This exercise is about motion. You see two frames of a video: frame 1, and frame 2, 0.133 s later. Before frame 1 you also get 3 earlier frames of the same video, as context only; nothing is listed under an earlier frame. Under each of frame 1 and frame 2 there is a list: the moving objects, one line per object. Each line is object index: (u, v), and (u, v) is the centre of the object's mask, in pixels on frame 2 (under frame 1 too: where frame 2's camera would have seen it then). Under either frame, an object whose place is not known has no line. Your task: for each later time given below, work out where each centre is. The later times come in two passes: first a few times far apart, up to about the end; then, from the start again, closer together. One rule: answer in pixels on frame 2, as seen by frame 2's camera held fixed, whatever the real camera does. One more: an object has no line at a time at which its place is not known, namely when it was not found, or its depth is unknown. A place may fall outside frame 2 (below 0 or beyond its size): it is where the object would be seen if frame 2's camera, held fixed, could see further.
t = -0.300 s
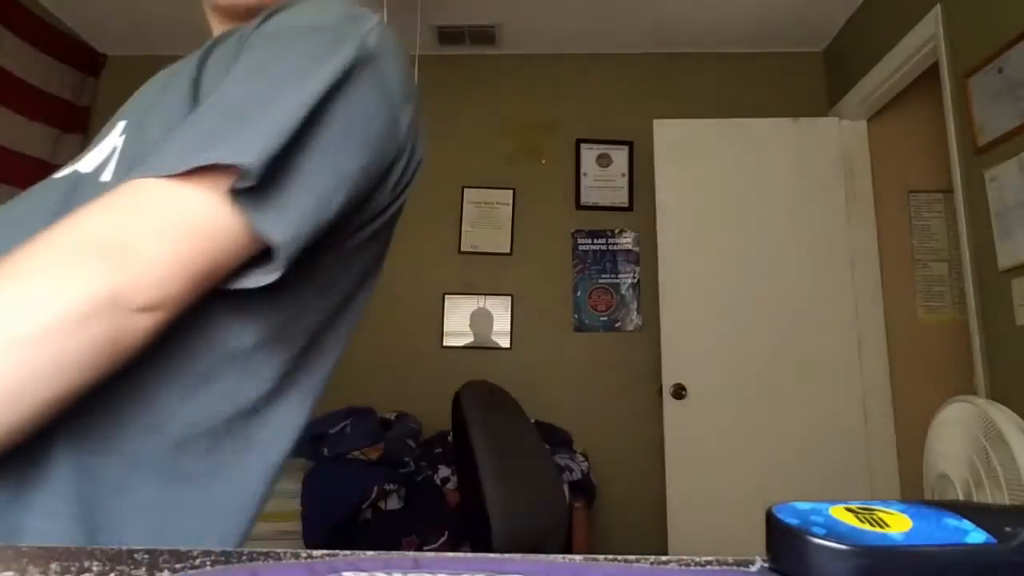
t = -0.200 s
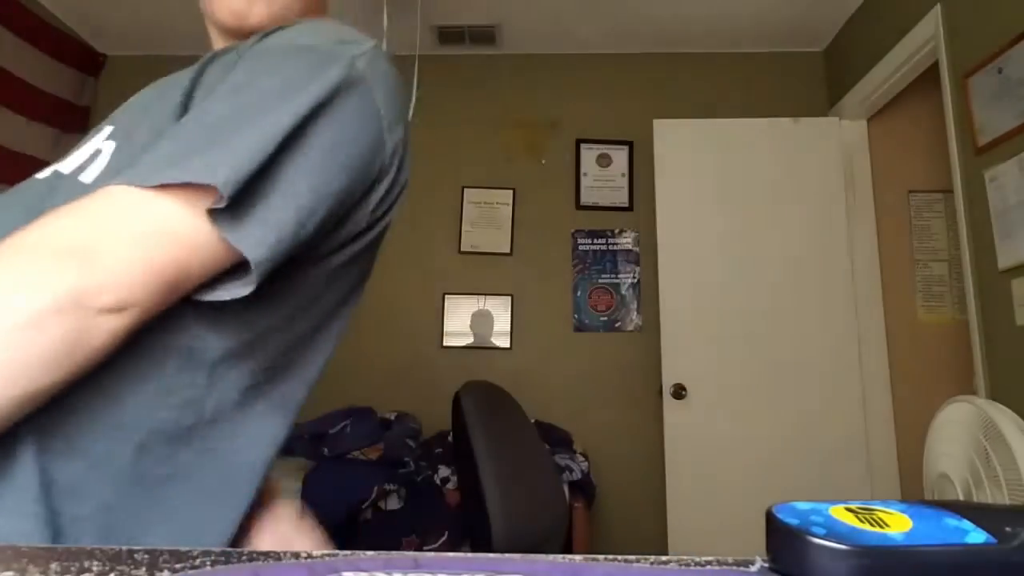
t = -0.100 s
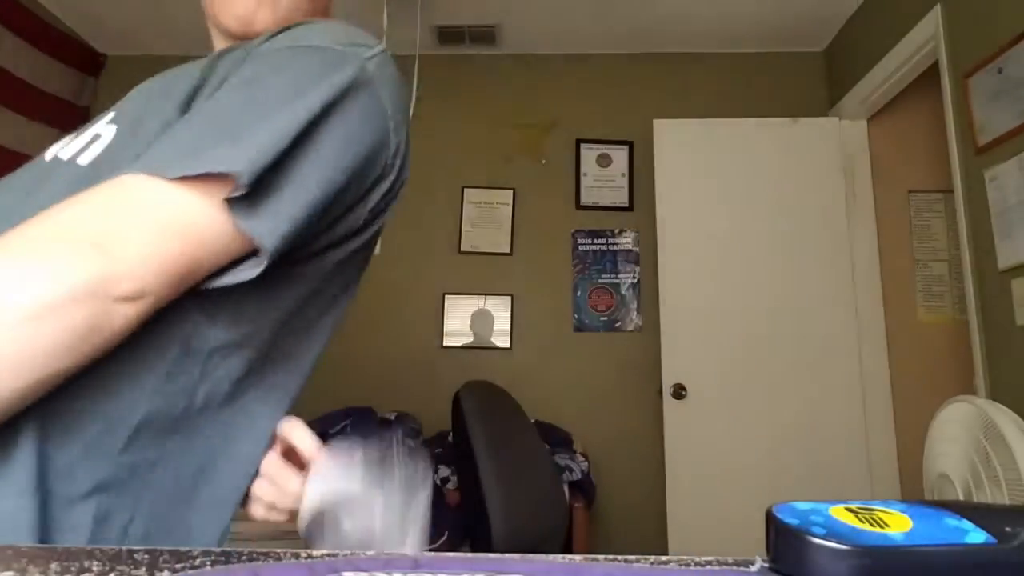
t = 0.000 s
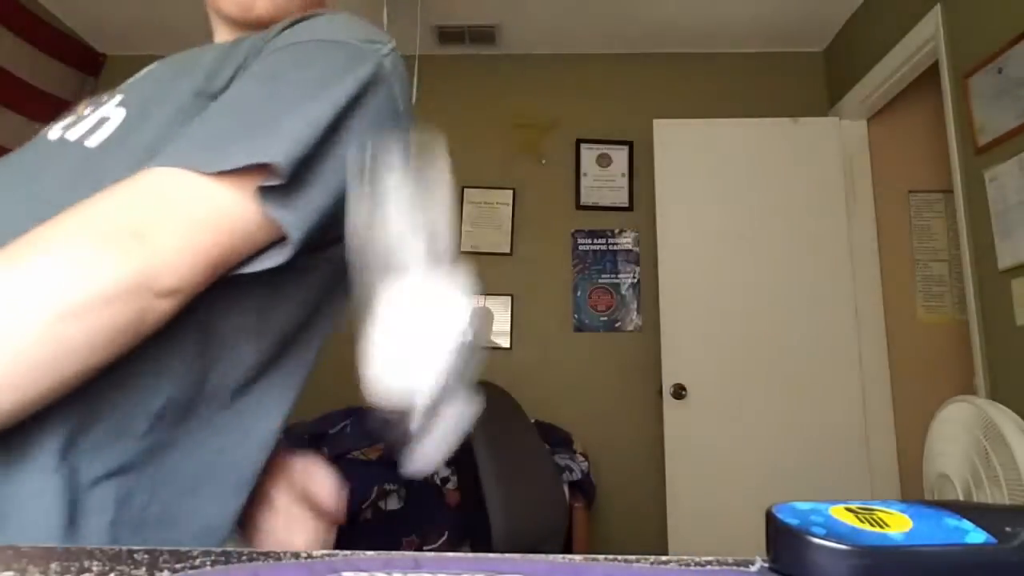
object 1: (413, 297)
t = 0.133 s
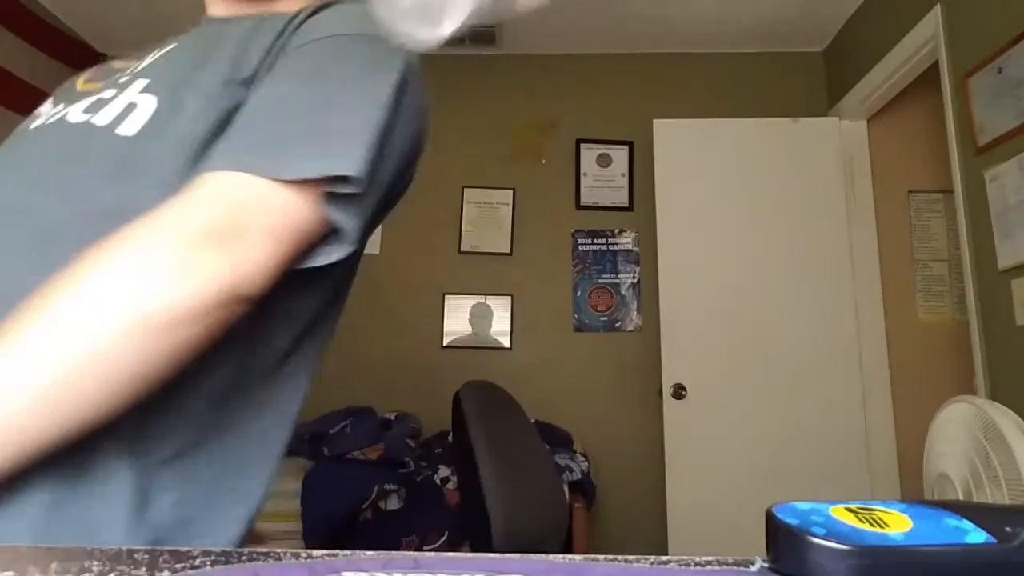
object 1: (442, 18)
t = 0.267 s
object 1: (483, 30)
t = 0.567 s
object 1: (694, 287)
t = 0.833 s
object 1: (726, 297)
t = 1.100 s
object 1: (717, 298)
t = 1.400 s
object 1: (716, 298)
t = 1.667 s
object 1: (716, 298)
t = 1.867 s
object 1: (716, 299)
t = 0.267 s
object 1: (483, 30)
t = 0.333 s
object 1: (529, 125)
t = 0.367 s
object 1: (569, 274)
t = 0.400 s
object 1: (582, 295)
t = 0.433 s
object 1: (595, 291)
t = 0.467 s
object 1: (620, 290)
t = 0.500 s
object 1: (644, 290)
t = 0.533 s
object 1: (667, 287)
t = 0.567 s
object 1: (694, 287)
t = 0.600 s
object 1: (724, 287)
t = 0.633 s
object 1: (742, 289)
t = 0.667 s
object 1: (748, 293)
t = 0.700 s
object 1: (735, 298)
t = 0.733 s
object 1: (717, 302)
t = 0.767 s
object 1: (708, 301)
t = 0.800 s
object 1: (720, 295)
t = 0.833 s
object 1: (726, 297)
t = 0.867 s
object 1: (708, 299)
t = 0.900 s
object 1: (708, 298)
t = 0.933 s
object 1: (720, 298)
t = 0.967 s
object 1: (717, 298)
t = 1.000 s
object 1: (714, 298)
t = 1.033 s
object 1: (718, 298)
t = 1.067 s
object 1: (715, 298)
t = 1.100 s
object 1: (717, 298)
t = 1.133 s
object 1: (715, 298)
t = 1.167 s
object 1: (716, 298)
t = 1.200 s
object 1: (716, 298)
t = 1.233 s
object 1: (716, 298)
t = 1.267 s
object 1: (716, 298)
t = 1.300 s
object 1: (716, 298)
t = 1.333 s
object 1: (716, 299)
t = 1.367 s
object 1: (716, 298)
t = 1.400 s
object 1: (716, 298)
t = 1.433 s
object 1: (716, 298)
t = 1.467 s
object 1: (716, 298)
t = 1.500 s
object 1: (716, 299)
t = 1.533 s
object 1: (716, 299)
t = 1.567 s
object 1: (716, 298)
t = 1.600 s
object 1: (716, 298)
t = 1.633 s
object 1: (716, 298)
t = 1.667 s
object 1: (716, 298)
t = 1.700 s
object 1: (716, 298)
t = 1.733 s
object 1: (716, 299)
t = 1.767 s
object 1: (716, 299)
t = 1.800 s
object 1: (716, 299)
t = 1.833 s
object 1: (716, 299)
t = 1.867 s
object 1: (716, 299)
